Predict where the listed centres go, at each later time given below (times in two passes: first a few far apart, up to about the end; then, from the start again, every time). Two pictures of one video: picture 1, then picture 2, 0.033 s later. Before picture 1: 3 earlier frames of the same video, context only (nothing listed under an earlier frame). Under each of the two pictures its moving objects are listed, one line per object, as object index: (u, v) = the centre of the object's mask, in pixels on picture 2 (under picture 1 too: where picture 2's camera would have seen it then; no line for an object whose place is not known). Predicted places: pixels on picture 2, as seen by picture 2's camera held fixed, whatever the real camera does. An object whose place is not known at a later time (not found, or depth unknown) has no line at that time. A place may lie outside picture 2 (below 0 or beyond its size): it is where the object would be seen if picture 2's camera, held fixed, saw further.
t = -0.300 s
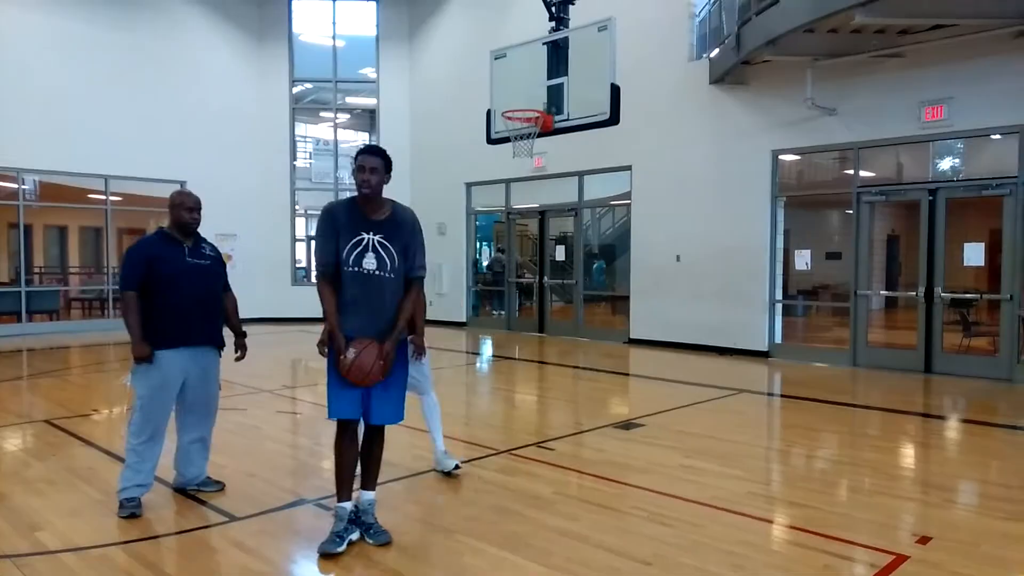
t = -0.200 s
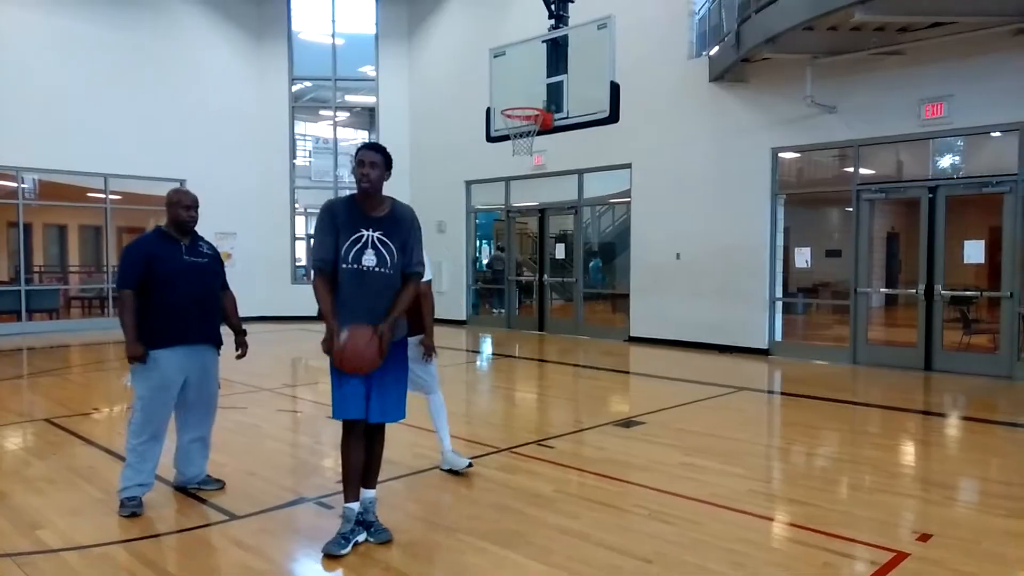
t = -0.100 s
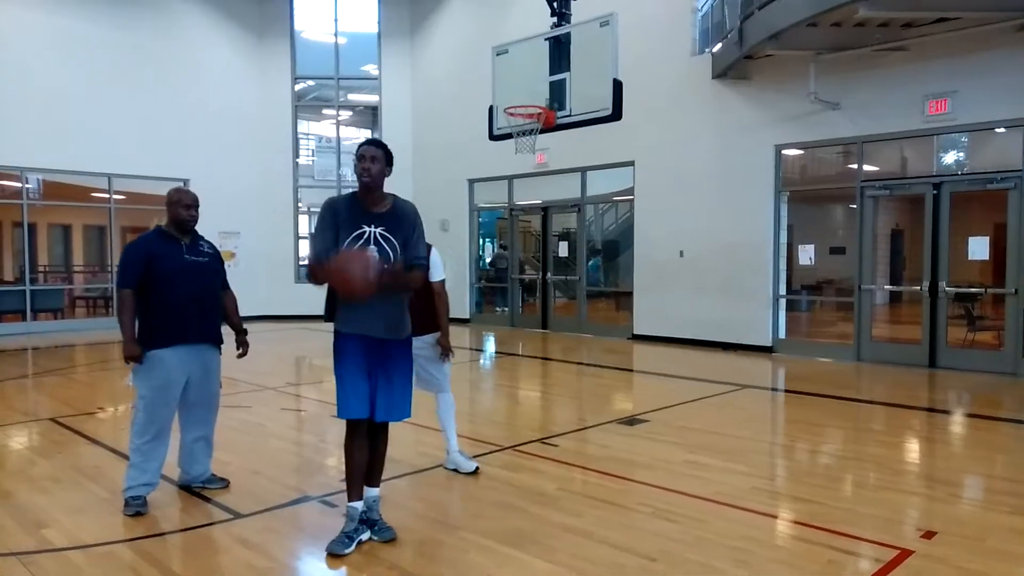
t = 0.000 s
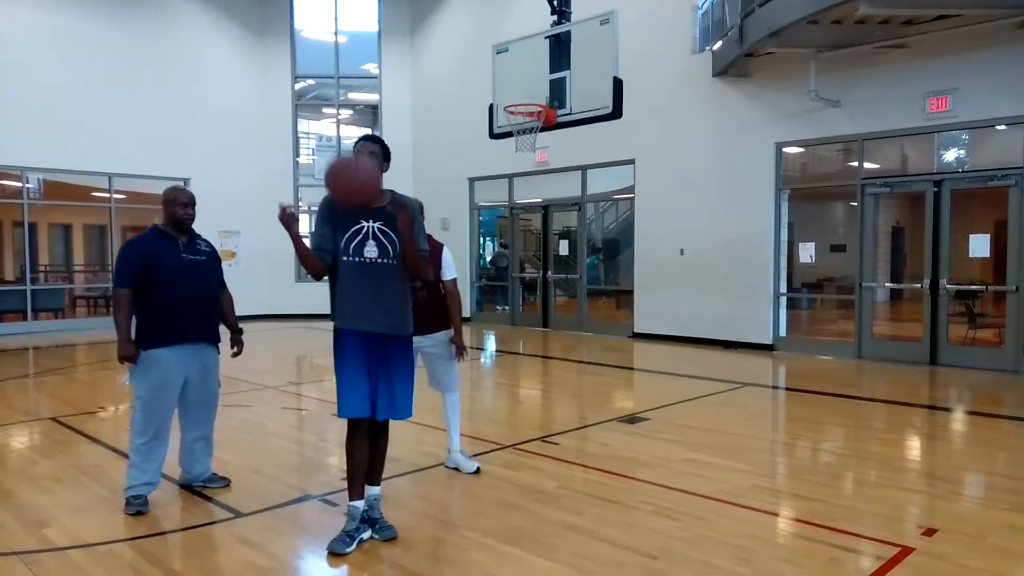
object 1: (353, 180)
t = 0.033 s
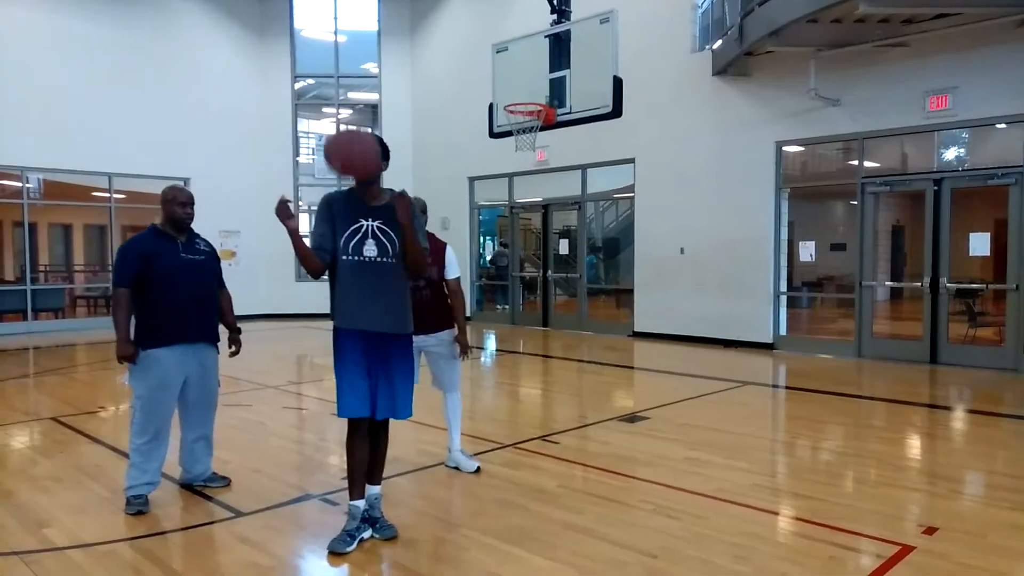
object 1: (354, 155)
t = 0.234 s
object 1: (348, 43)
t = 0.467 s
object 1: (347, 31)
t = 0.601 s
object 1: (347, 85)
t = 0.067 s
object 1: (352, 128)
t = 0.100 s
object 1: (351, 106)
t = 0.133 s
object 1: (349, 87)
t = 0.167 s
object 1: (349, 69)
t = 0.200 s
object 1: (349, 55)
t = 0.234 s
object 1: (348, 43)
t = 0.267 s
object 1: (348, 33)
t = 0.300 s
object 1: (348, 28)
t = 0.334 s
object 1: (348, 25)
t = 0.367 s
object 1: (348, 24)
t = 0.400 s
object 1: (347, 24)
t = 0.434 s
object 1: (347, 26)
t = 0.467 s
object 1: (347, 31)
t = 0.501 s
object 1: (346, 41)
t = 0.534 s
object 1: (346, 53)
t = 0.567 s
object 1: (346, 66)
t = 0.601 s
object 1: (347, 85)
